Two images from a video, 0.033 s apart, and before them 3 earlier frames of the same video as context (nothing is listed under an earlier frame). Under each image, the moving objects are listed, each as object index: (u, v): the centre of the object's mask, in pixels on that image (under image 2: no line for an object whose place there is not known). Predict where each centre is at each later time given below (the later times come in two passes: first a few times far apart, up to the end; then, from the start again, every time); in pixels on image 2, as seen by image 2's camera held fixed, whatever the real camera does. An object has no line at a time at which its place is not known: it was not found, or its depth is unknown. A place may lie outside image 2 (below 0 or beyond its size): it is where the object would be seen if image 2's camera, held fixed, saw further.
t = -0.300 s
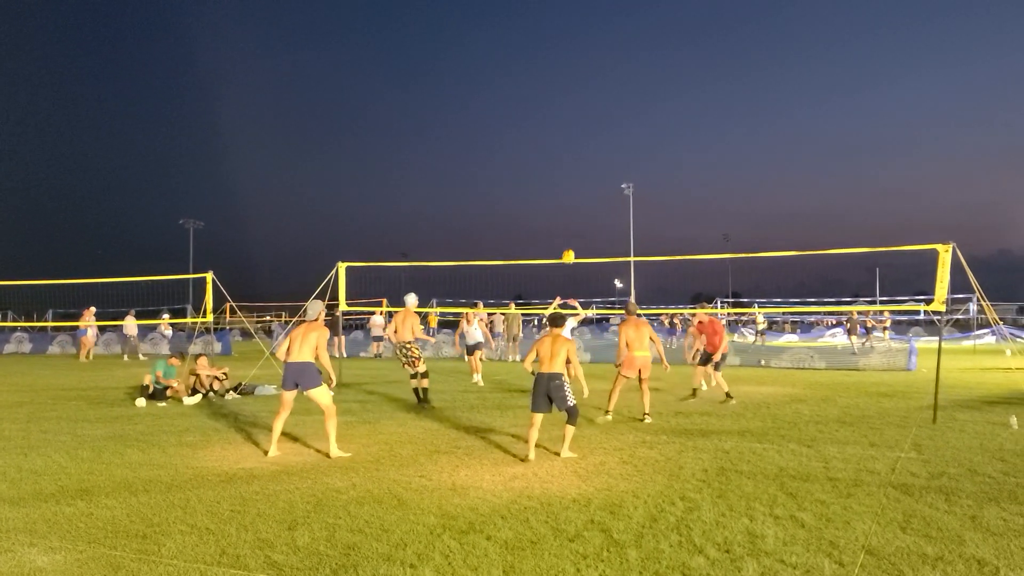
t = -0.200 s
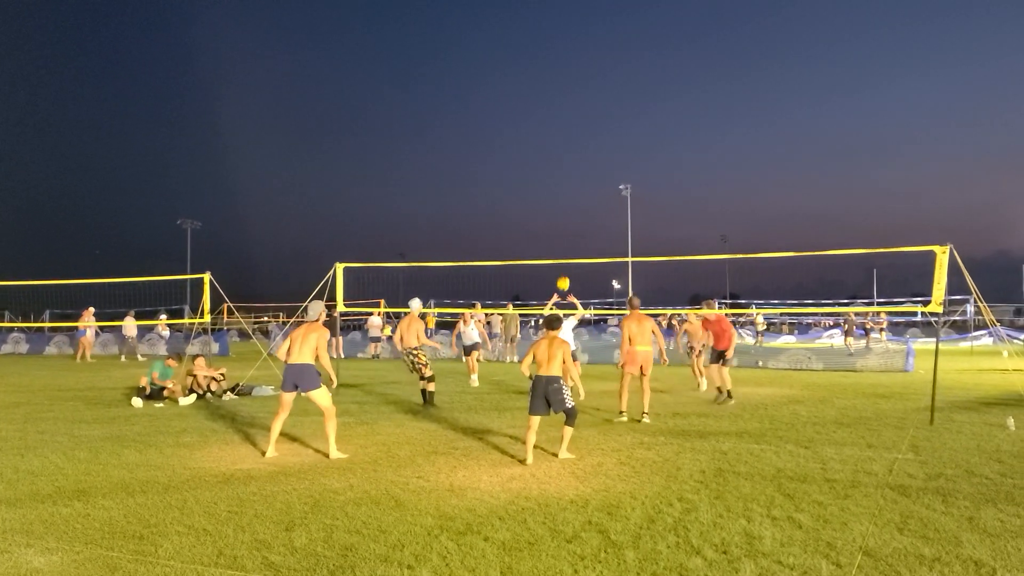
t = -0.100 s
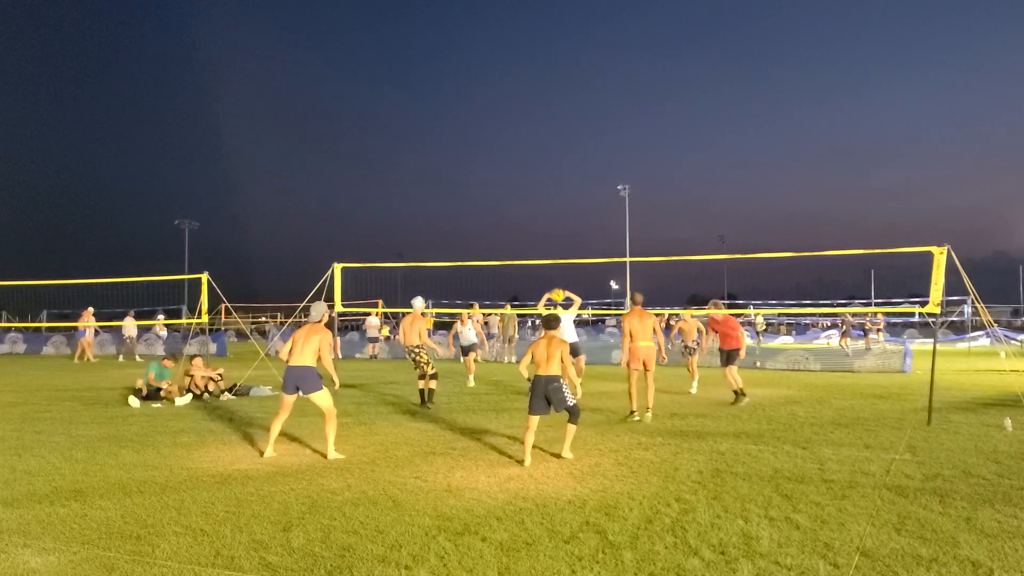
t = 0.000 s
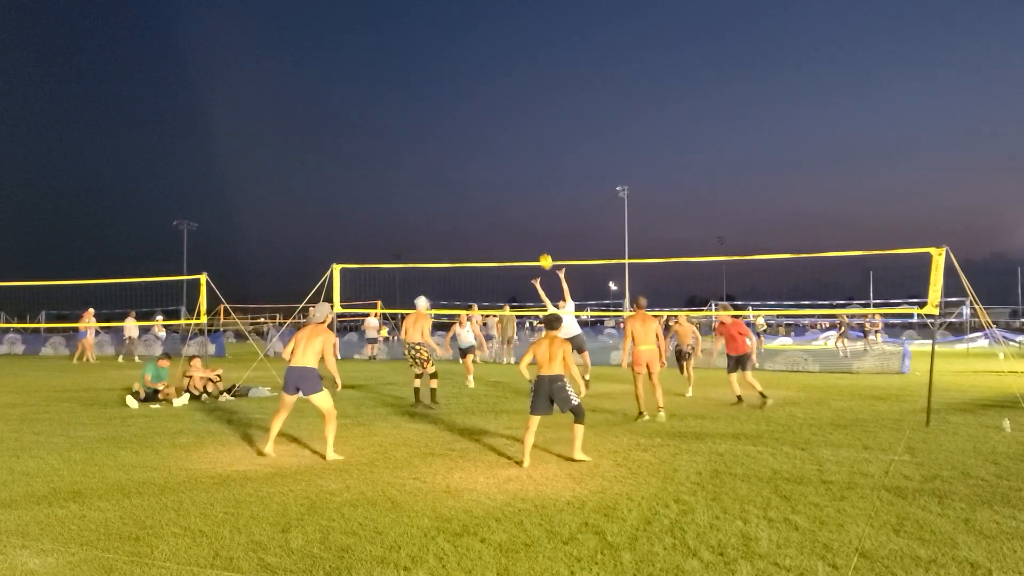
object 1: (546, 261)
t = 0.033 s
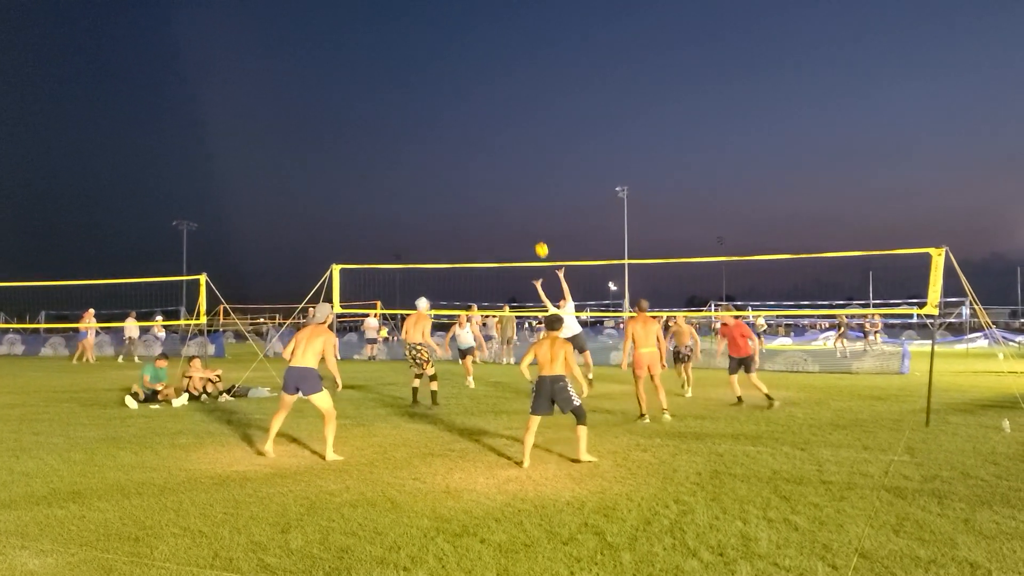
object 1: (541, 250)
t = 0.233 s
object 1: (519, 193)
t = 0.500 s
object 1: (491, 155)
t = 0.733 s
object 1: (468, 154)
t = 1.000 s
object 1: (442, 187)
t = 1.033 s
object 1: (439, 194)
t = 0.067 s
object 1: (538, 238)
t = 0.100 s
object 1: (534, 228)
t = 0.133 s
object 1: (530, 218)
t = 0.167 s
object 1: (527, 209)
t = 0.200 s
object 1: (523, 201)
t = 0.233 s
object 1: (519, 193)
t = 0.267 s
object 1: (516, 186)
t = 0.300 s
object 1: (512, 180)
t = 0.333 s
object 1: (509, 174)
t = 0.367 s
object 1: (505, 169)
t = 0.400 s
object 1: (502, 165)
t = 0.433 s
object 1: (498, 161)
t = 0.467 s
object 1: (495, 158)
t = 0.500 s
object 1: (491, 155)
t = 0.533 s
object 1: (488, 153)
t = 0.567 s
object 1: (485, 152)
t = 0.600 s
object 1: (481, 151)
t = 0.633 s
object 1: (478, 151)
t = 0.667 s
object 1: (475, 152)
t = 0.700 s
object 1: (471, 153)
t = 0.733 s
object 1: (468, 154)
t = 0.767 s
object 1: (465, 157)
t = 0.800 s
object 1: (462, 159)
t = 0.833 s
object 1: (458, 162)
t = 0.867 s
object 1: (455, 166)
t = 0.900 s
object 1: (452, 171)
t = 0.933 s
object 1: (449, 176)
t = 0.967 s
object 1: (446, 181)
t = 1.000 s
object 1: (442, 187)
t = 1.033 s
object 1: (439, 194)
